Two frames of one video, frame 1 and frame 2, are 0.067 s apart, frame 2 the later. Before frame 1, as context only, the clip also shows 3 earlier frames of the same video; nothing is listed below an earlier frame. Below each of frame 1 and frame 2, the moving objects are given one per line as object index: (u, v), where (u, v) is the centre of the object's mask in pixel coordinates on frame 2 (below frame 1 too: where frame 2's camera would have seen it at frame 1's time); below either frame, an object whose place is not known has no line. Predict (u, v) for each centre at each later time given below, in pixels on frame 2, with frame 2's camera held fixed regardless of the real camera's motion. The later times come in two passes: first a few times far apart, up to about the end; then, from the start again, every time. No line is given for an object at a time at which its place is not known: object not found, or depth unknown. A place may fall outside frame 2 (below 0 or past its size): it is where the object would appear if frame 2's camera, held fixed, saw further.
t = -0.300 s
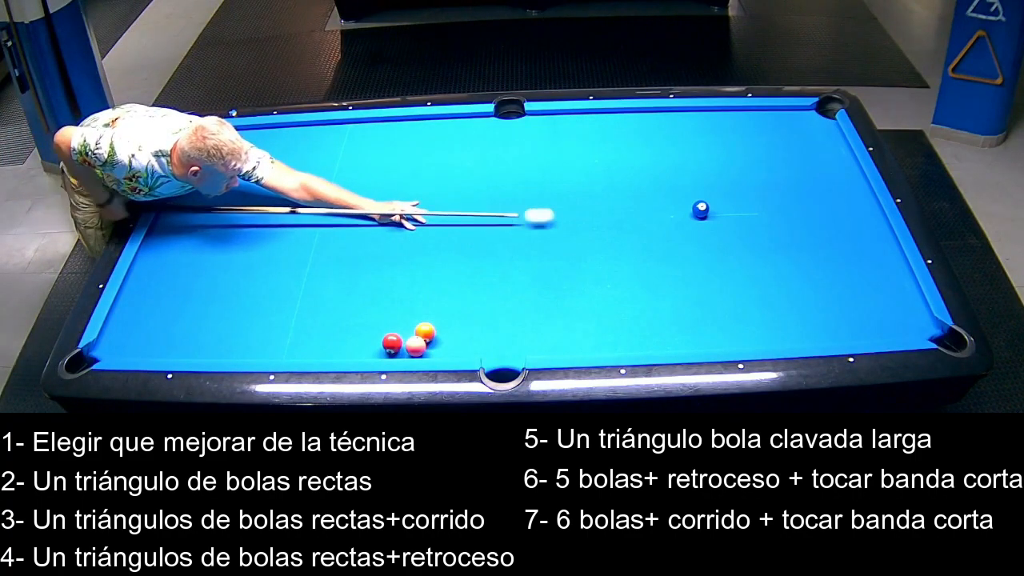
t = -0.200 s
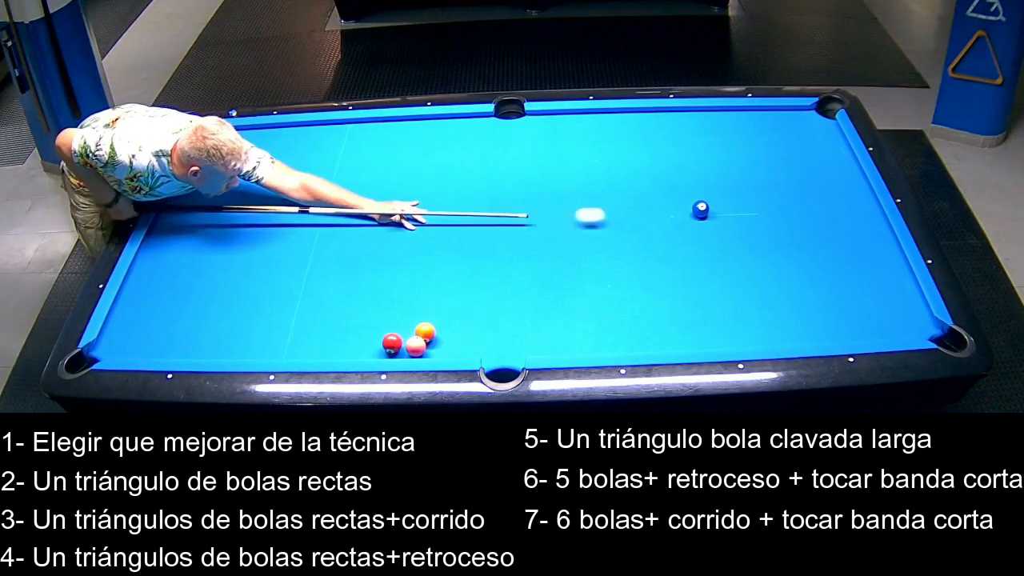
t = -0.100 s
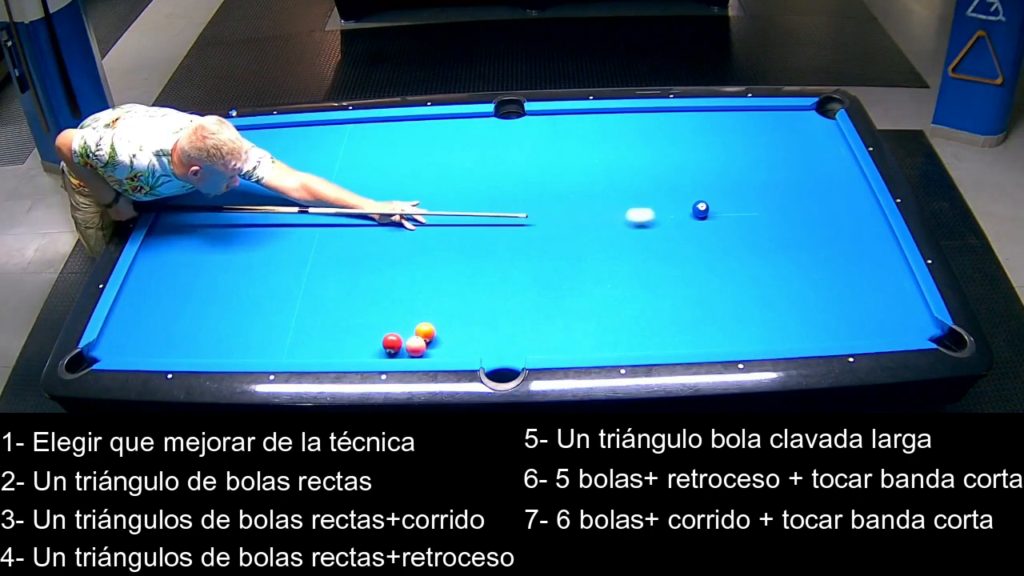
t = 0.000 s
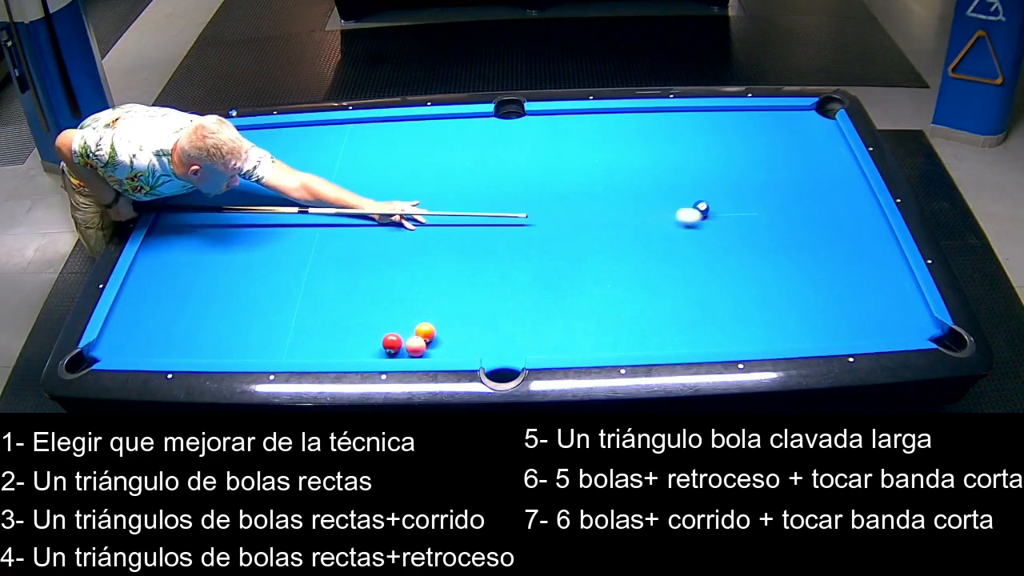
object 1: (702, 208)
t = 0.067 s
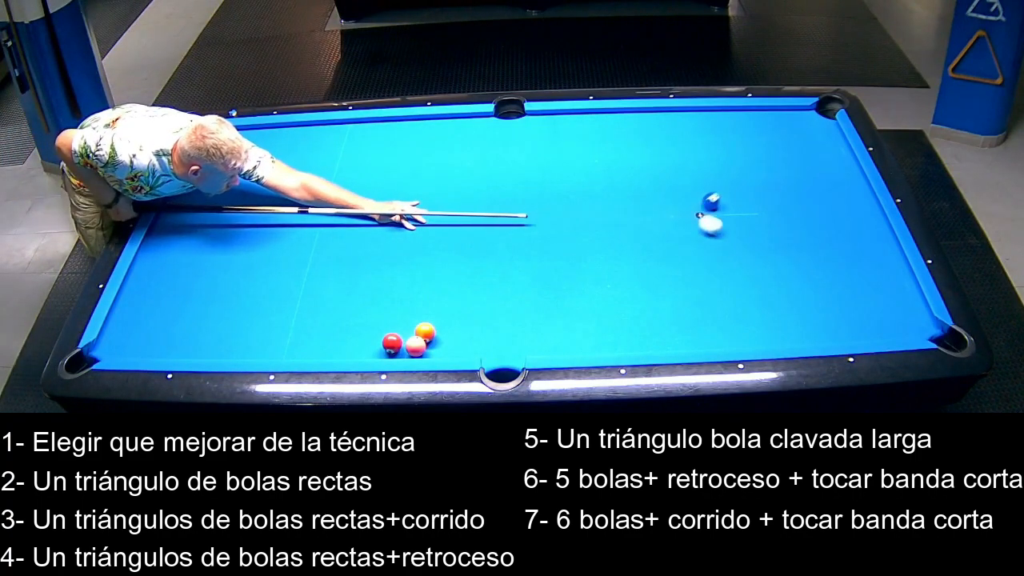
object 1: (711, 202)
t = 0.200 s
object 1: (727, 189)
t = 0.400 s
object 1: (748, 174)
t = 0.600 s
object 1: (767, 158)
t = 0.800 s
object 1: (786, 145)
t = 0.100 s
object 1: (715, 198)
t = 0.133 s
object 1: (719, 195)
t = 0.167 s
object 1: (723, 193)
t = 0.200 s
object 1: (727, 189)
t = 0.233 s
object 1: (731, 187)
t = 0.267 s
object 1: (734, 184)
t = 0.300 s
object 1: (737, 182)
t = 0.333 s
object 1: (741, 179)
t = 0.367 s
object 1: (745, 176)
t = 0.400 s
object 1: (748, 174)
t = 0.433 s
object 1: (751, 171)
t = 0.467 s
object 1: (755, 168)
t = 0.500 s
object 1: (758, 166)
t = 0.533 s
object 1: (761, 163)
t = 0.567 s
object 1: (764, 161)
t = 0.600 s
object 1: (767, 158)
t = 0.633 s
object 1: (771, 156)
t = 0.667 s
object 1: (774, 154)
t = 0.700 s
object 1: (777, 152)
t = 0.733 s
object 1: (780, 149)
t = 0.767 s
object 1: (783, 147)
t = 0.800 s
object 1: (786, 145)
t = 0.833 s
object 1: (789, 143)
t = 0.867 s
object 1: (792, 141)
